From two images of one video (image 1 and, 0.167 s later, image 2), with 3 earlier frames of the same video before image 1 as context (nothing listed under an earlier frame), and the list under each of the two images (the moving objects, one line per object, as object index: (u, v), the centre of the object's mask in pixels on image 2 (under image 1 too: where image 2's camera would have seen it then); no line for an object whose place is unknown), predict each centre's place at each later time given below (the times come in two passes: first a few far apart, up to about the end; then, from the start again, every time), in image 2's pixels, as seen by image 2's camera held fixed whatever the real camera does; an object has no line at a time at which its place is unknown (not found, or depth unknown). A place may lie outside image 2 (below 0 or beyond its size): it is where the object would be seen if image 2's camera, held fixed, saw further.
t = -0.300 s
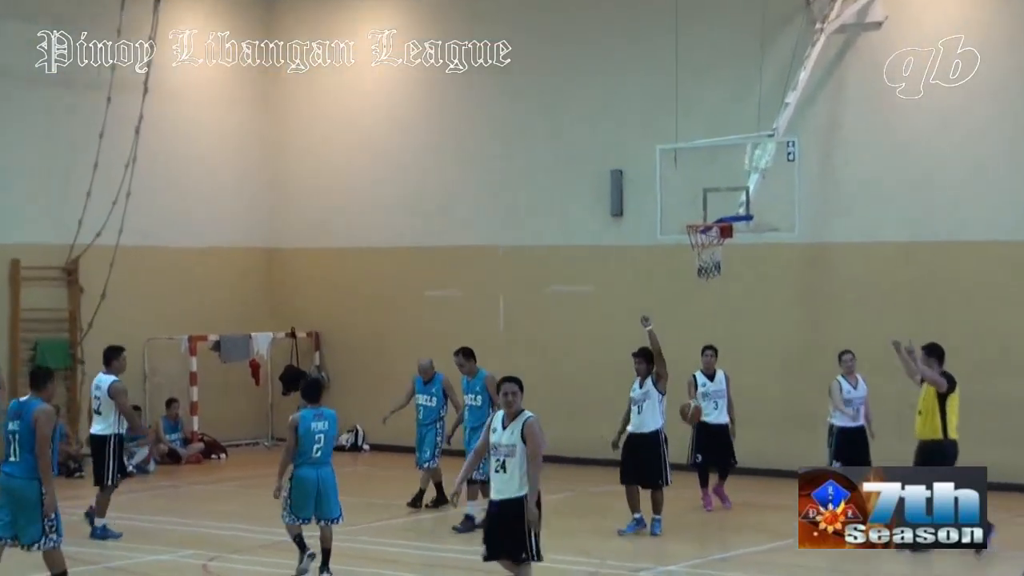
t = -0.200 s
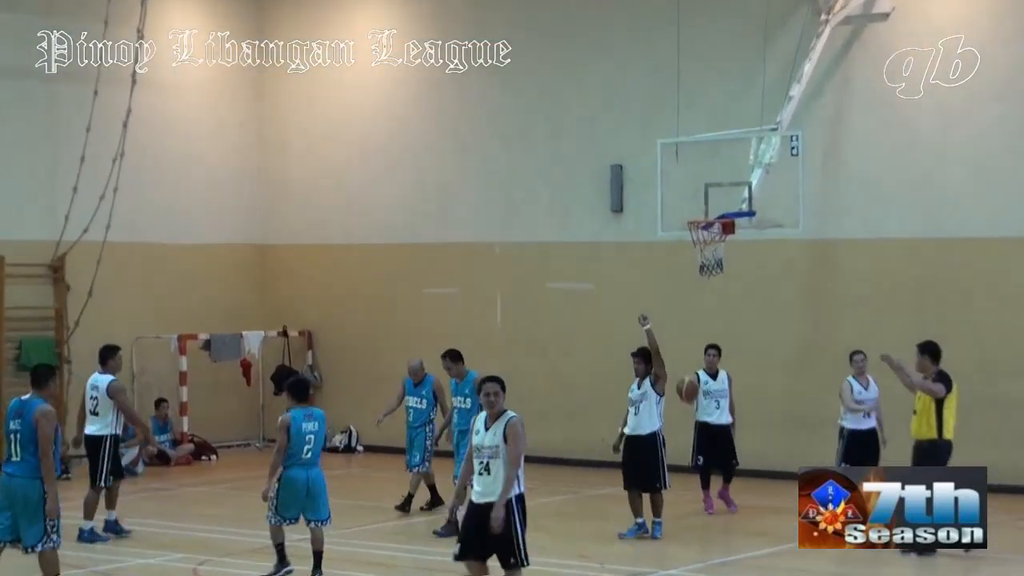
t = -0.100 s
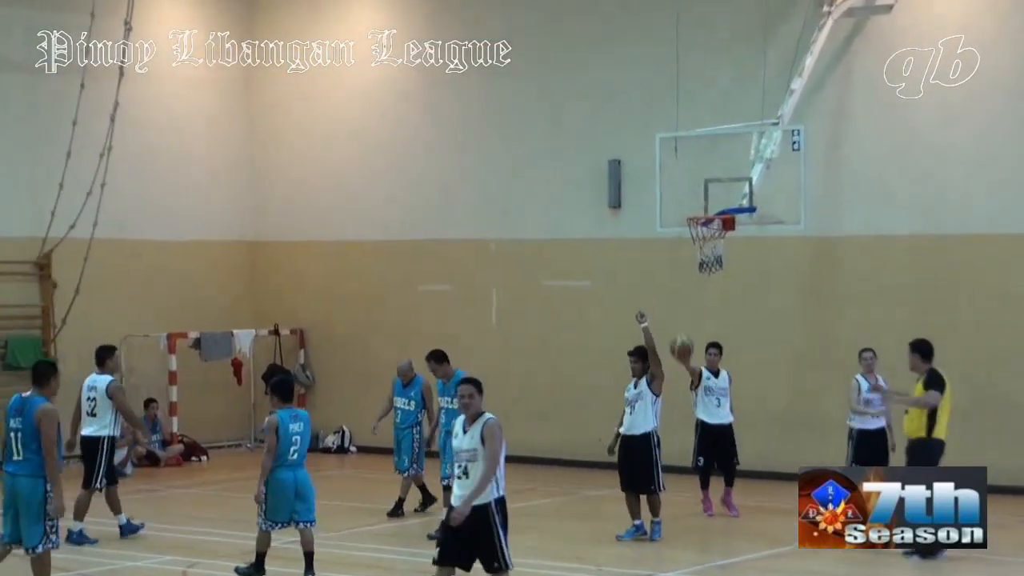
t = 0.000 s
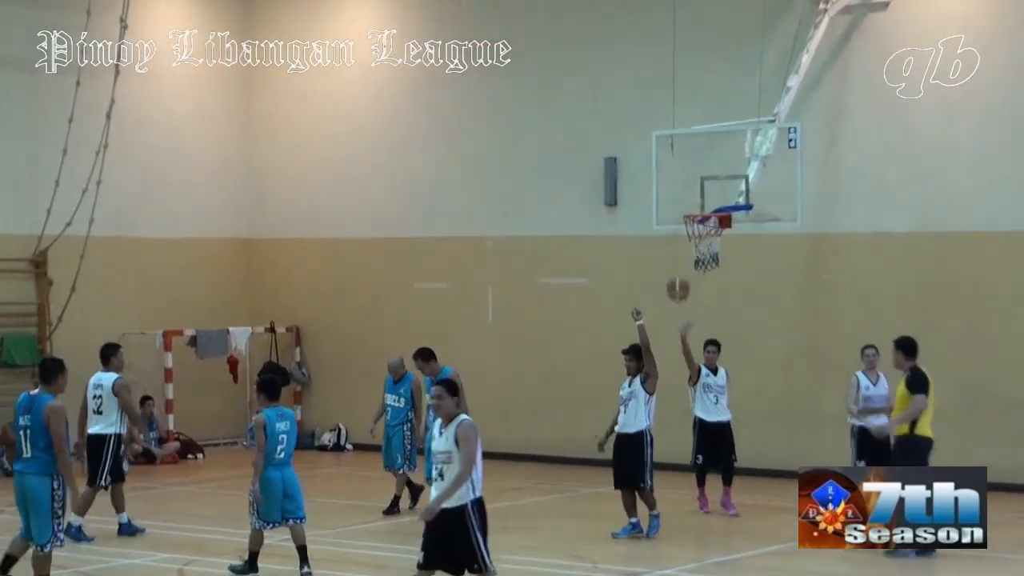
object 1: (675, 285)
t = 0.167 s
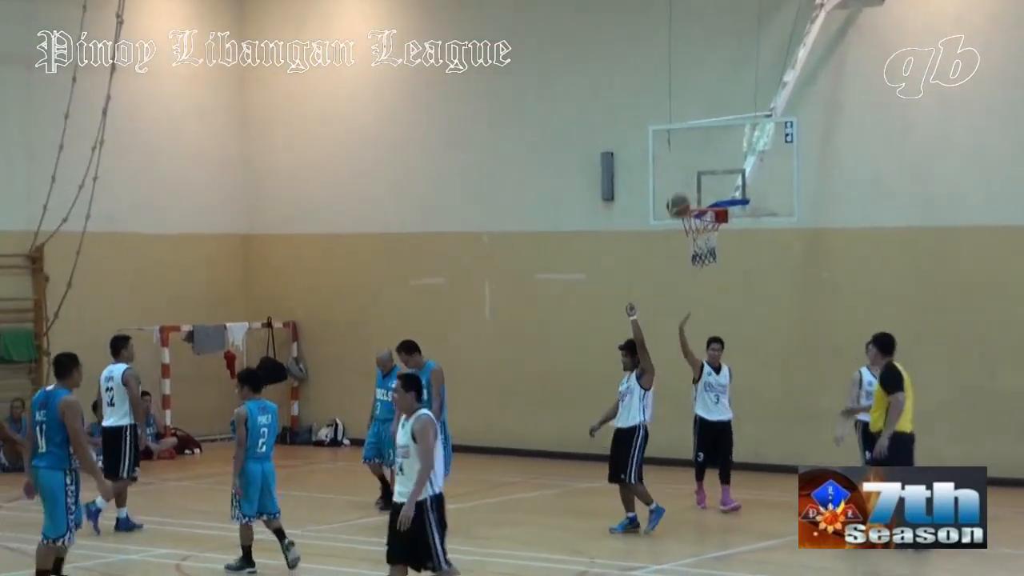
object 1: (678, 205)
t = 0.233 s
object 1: (679, 182)
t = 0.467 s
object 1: (682, 136)
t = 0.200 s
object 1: (678, 193)
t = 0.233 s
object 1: (679, 182)
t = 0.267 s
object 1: (680, 173)
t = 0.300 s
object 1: (680, 163)
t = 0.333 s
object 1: (680, 156)
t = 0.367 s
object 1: (681, 149)
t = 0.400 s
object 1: (681, 143)
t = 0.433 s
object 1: (682, 140)
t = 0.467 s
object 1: (682, 136)
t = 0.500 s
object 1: (683, 134)
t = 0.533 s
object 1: (684, 133)
